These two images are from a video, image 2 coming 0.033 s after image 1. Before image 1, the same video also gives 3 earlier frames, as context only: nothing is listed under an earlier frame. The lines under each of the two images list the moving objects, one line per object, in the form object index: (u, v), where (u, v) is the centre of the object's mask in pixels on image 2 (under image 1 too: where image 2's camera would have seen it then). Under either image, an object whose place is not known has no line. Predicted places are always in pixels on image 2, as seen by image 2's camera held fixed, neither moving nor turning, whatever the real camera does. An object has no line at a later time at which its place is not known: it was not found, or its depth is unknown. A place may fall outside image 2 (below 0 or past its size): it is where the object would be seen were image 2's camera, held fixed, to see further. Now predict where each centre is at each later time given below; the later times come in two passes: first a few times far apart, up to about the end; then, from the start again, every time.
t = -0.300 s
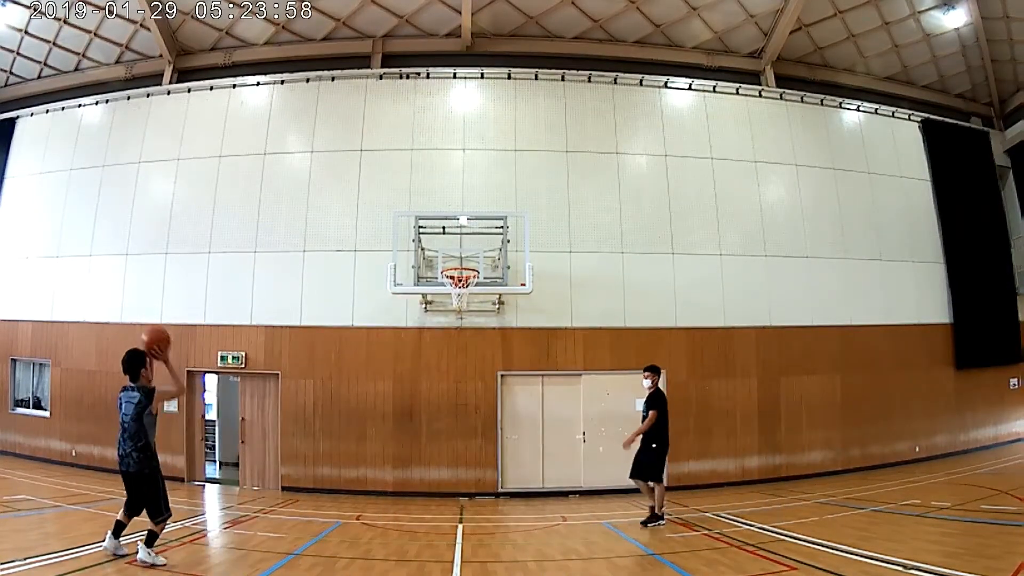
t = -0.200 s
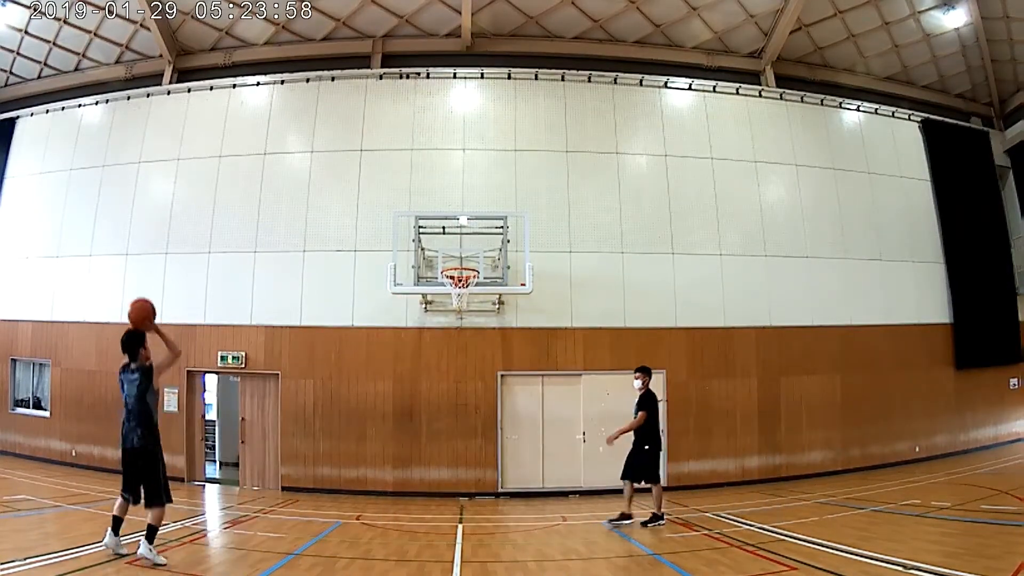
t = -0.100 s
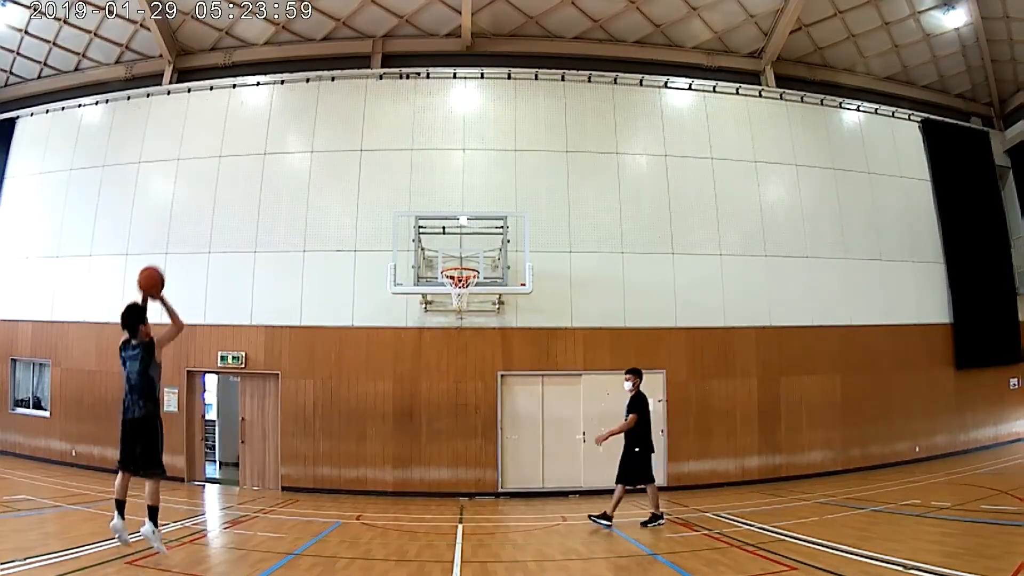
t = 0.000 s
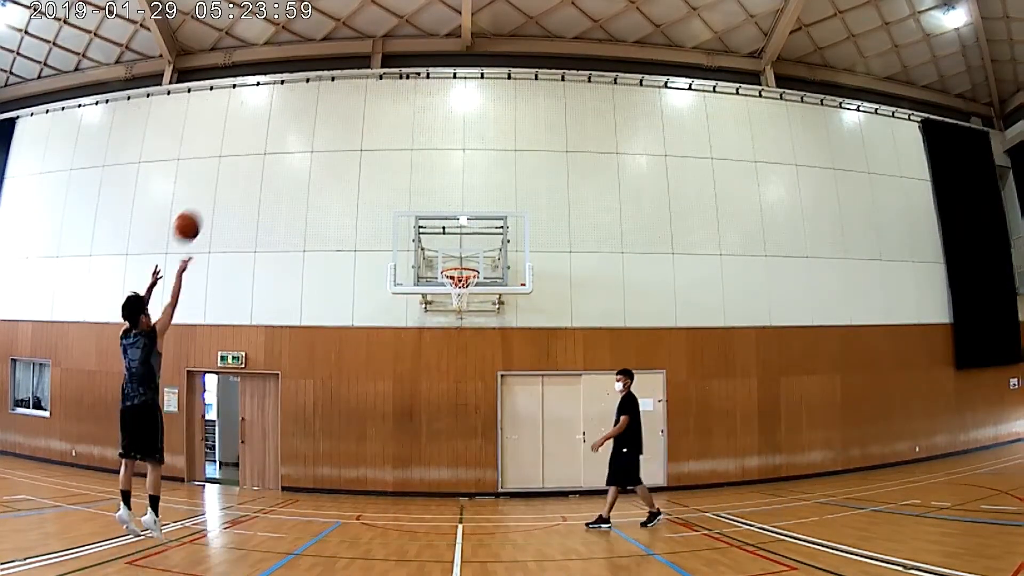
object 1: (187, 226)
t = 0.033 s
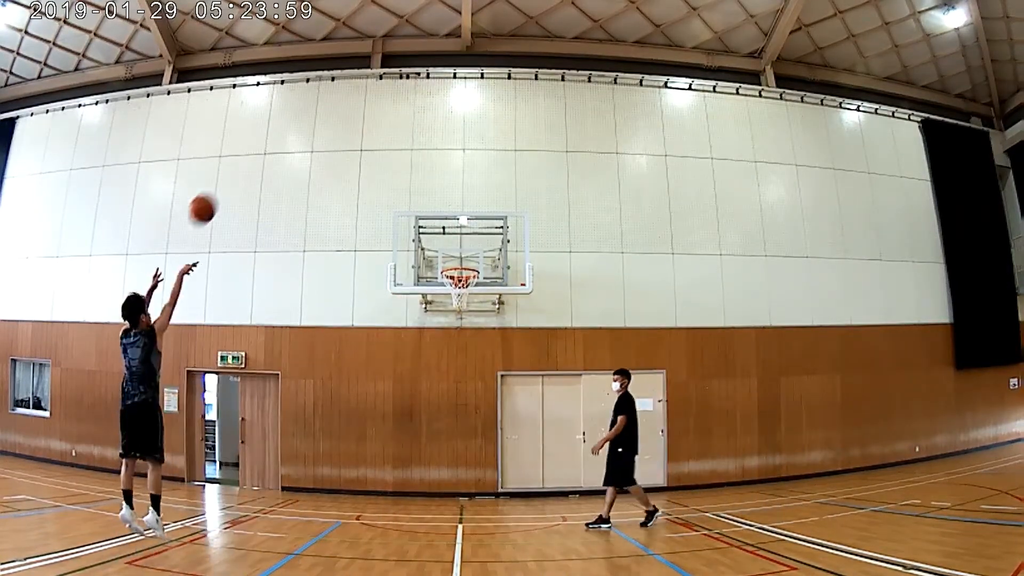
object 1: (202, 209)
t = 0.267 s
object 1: (287, 143)
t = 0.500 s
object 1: (351, 135)
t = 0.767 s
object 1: (405, 179)
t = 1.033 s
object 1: (448, 263)
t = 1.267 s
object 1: (490, 237)
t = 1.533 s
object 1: (523, 228)
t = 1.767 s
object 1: (554, 267)
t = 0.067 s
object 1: (210, 201)
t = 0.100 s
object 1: (225, 187)
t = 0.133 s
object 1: (238, 175)
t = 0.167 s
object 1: (251, 165)
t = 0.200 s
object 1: (263, 156)
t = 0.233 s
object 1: (275, 149)
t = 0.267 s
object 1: (287, 143)
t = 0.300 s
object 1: (297, 139)
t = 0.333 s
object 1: (307, 136)
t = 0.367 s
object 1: (317, 133)
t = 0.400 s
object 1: (326, 132)
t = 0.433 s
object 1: (335, 132)
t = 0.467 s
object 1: (343, 133)
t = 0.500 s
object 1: (351, 135)
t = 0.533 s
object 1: (359, 138)
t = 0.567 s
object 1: (366, 141)
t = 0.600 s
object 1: (373, 146)
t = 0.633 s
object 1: (380, 151)
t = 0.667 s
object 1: (386, 157)
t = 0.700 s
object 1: (393, 163)
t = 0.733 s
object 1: (399, 171)
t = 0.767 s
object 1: (405, 179)
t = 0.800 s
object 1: (411, 188)
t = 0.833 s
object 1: (417, 197)
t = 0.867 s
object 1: (422, 207)
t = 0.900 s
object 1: (427, 218)
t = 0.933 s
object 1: (434, 229)
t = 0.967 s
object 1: (439, 240)
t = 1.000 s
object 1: (444, 253)
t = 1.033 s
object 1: (448, 263)
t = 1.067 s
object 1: (459, 264)
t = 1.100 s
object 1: (469, 264)
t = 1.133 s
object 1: (474, 261)
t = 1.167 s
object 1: (478, 254)
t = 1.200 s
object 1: (482, 247)
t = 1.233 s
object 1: (486, 242)
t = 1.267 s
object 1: (490, 237)
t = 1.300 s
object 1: (494, 233)
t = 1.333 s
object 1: (498, 230)
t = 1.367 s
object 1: (502, 227)
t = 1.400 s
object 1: (506, 226)
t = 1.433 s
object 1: (511, 225)
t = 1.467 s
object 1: (515, 225)
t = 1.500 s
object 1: (519, 226)
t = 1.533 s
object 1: (523, 228)
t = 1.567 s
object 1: (527, 231)
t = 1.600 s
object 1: (532, 235)
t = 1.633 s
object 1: (536, 239)
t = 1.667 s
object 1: (541, 245)
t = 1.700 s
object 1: (545, 251)
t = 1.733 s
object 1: (550, 259)
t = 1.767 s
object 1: (554, 267)
